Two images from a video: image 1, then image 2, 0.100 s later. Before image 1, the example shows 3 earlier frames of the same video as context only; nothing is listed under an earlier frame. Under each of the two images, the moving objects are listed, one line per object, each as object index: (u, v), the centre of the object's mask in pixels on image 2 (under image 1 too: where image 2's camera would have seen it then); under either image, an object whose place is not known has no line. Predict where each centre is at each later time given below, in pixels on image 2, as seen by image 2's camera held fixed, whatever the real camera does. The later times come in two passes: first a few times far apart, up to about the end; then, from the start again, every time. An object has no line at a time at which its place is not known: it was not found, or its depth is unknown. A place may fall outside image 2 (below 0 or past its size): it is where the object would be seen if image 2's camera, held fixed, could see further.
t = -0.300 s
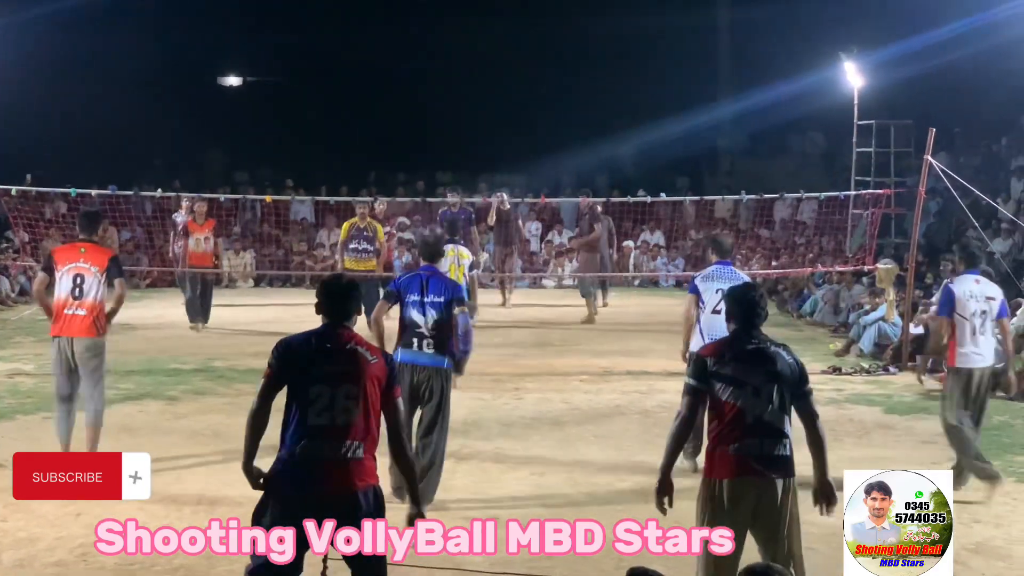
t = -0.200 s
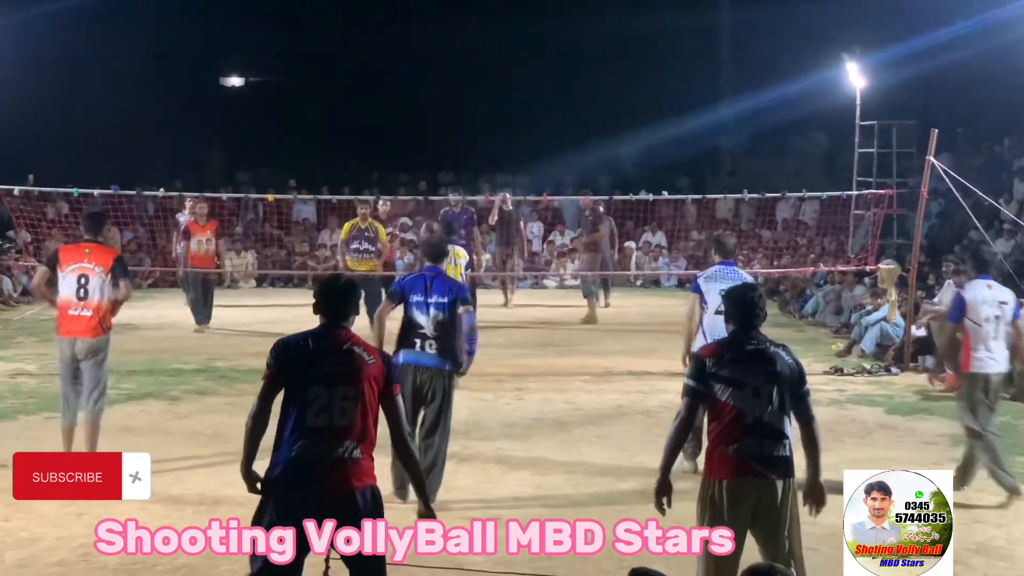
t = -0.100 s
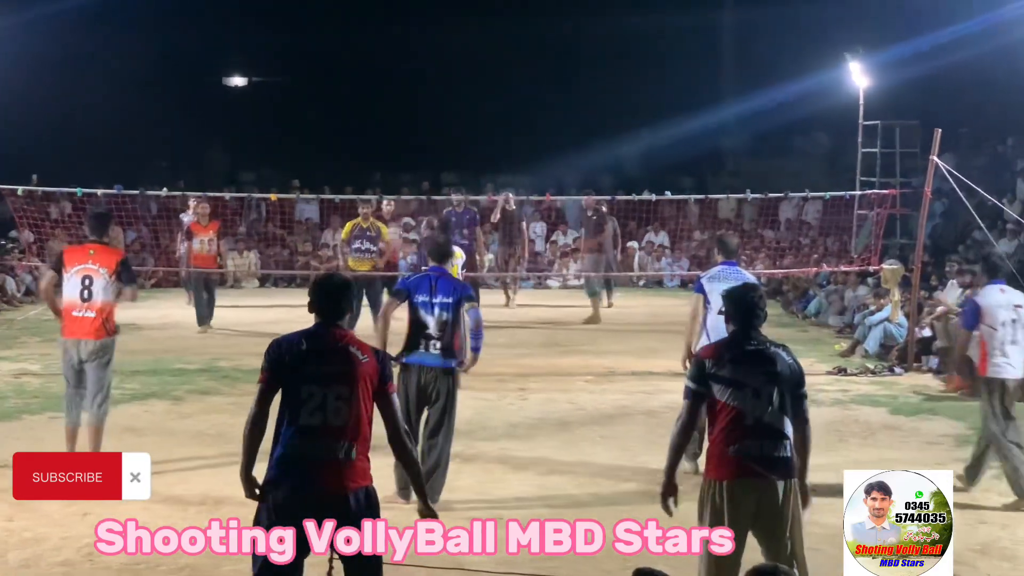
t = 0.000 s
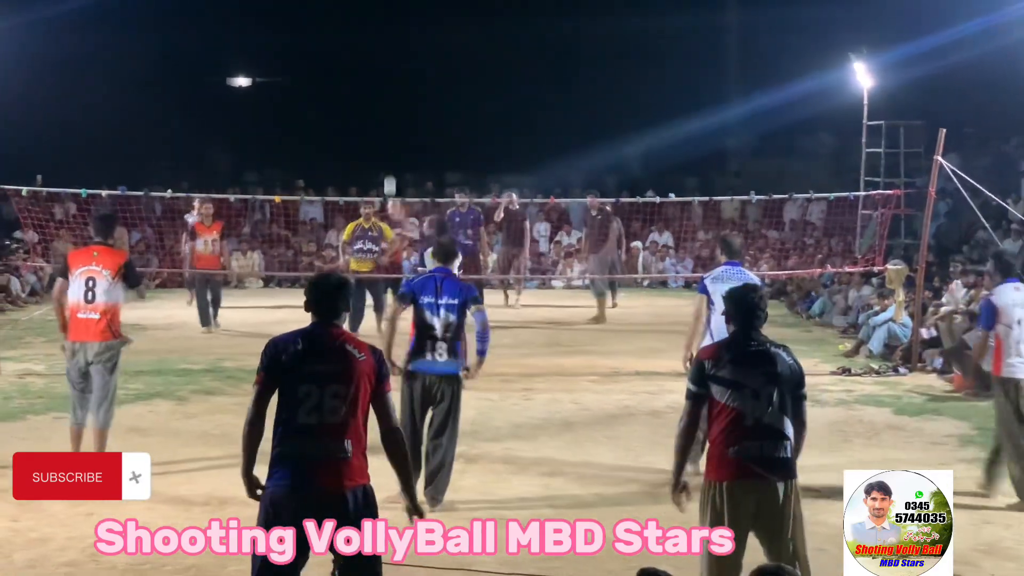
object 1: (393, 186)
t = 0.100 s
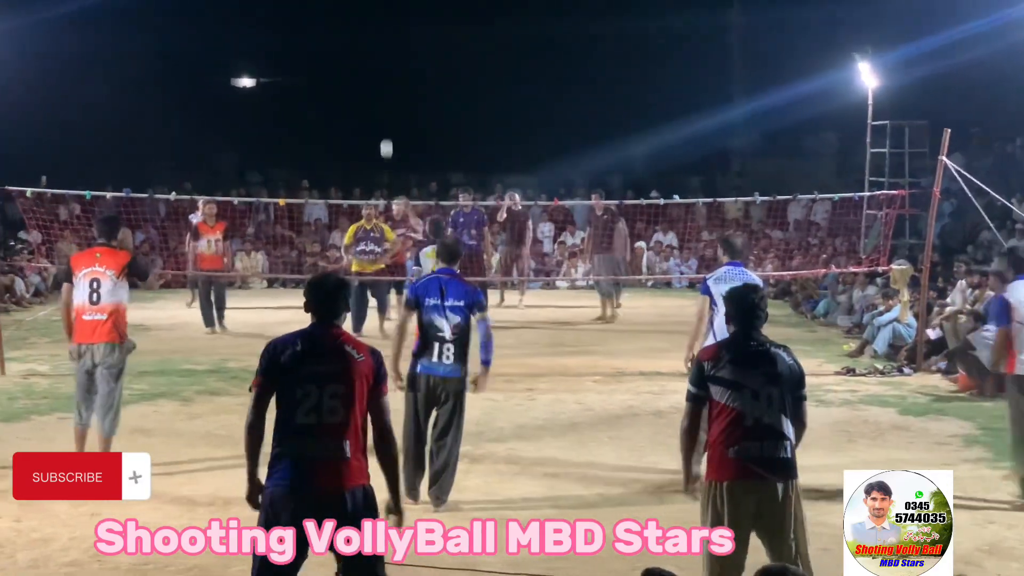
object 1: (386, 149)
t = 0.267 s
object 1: (375, 104)
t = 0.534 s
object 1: (354, 80)
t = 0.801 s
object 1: (333, 115)
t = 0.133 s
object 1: (384, 138)
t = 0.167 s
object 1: (382, 128)
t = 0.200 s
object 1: (379, 118)
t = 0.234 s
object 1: (377, 111)
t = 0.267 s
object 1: (375, 104)
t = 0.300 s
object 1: (373, 98)
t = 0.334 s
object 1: (370, 92)
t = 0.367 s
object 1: (368, 88)
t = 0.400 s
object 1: (365, 85)
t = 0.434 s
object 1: (363, 82)
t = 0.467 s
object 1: (360, 80)
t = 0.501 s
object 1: (357, 79)
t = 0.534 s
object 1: (354, 80)
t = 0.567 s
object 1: (352, 81)
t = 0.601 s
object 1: (349, 83)
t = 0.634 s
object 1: (346, 86)
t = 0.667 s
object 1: (343, 90)
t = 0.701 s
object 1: (341, 95)
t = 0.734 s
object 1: (339, 101)
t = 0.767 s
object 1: (336, 107)
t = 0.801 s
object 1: (333, 115)
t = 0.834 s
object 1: (330, 123)
